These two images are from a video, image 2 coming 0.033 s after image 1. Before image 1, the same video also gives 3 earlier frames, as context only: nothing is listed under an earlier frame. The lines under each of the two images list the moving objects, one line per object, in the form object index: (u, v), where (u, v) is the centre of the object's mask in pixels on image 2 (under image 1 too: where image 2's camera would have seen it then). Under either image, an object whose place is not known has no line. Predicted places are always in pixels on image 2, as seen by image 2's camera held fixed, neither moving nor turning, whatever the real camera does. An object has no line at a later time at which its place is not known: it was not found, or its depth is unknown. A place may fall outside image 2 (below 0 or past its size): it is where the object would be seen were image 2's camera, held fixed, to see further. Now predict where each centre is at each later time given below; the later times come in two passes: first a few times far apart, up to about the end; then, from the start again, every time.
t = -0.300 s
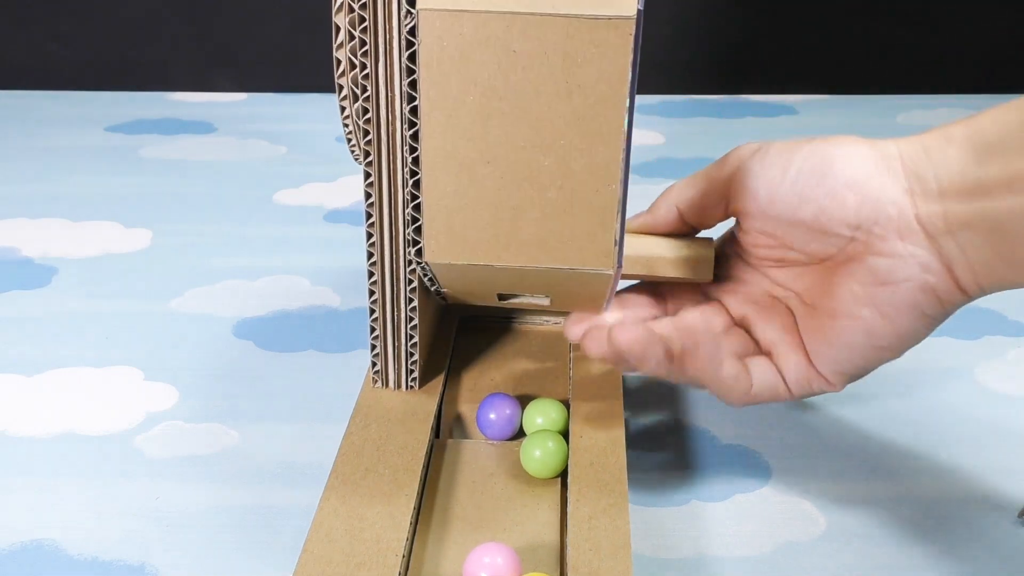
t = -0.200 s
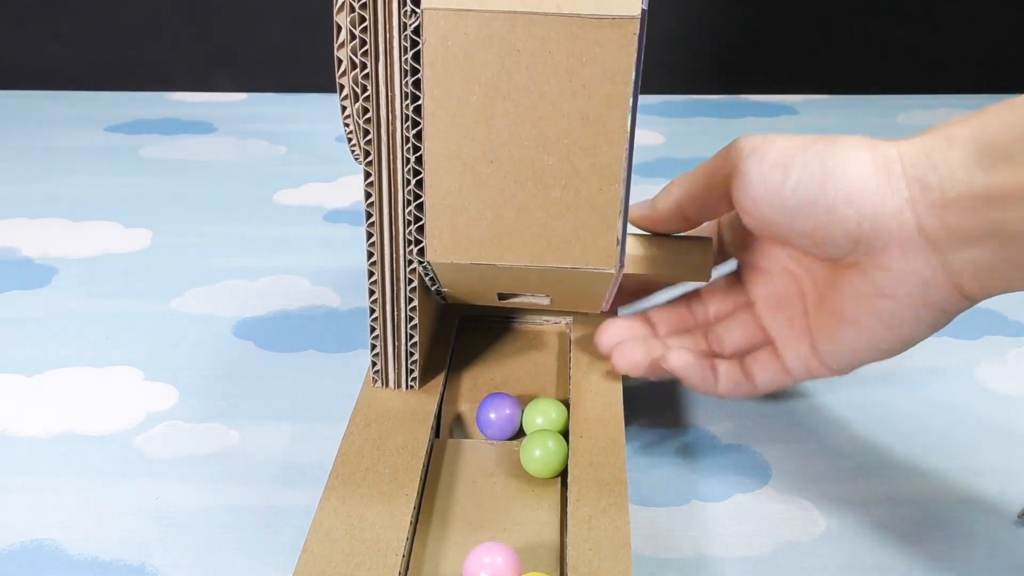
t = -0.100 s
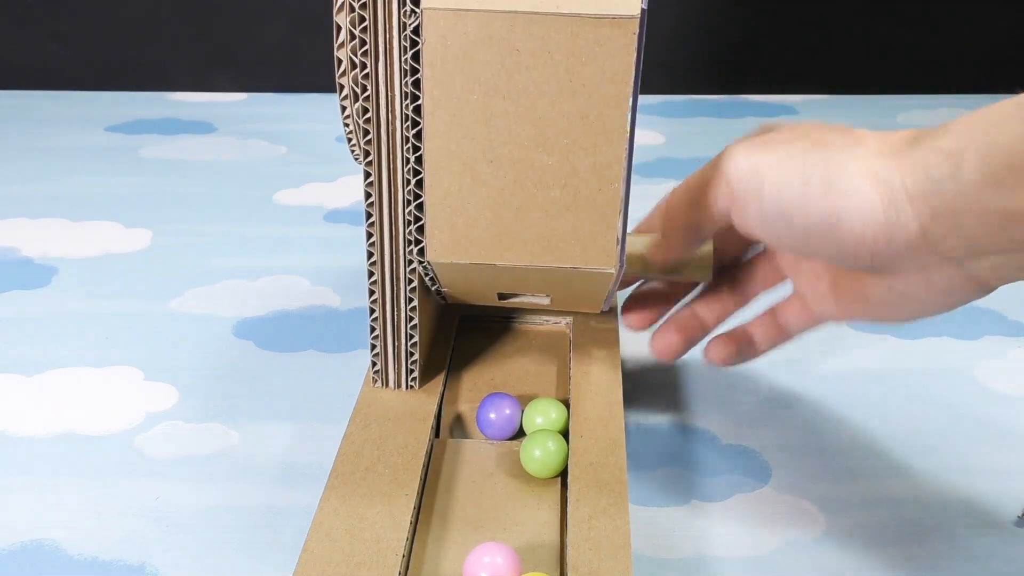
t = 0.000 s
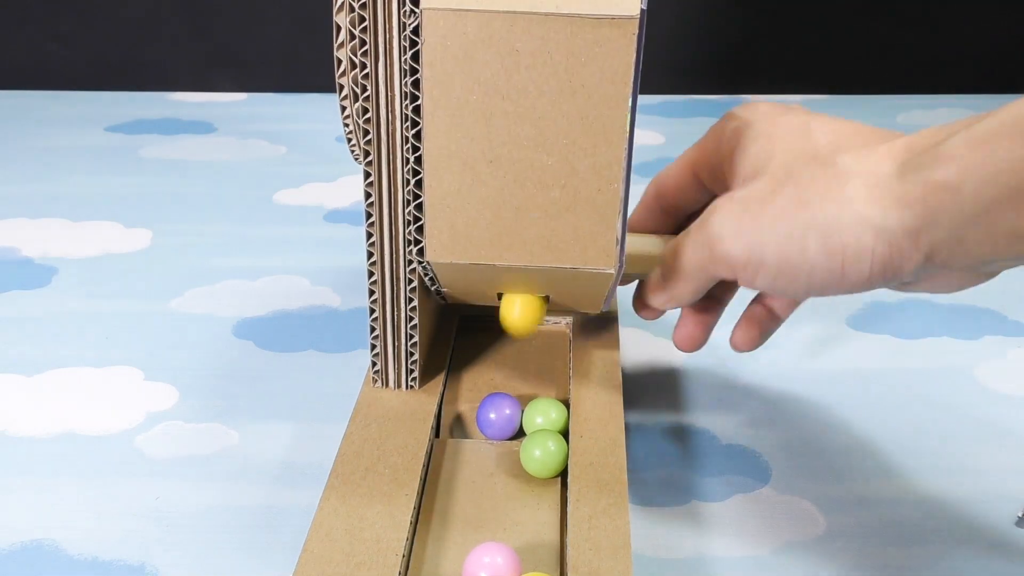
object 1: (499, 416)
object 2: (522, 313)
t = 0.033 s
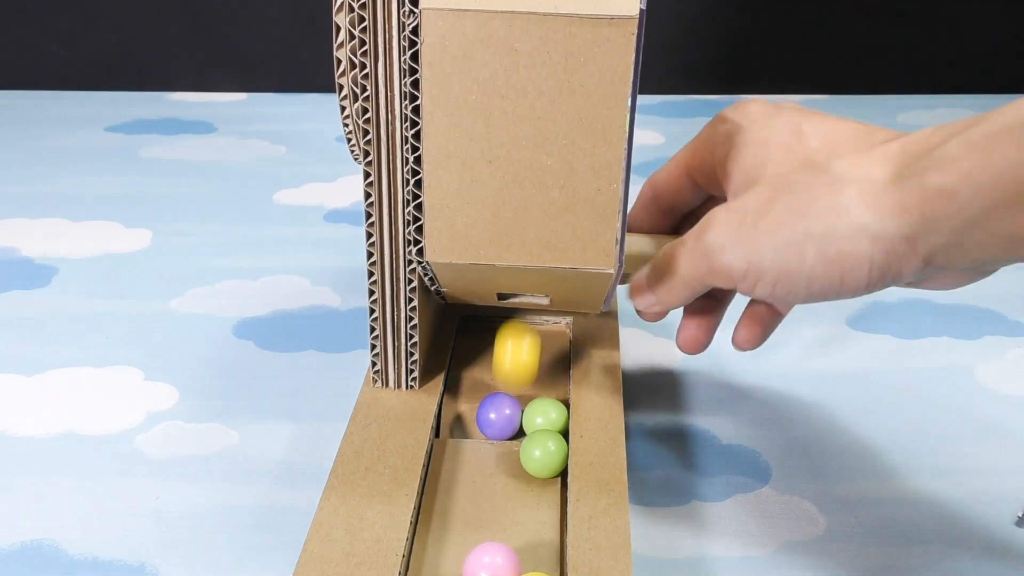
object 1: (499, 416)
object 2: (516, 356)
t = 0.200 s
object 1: (460, 454)
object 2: (543, 368)
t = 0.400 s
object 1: (451, 512)
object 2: (545, 356)
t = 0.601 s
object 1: (436, 548)
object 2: (550, 358)
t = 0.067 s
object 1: (491, 420)
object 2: (522, 379)
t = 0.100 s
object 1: (481, 429)
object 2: (529, 373)
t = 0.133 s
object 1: (473, 437)
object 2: (534, 375)
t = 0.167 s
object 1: (466, 446)
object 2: (538, 371)
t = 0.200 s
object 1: (460, 454)
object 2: (543, 368)
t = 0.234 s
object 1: (453, 463)
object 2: (549, 366)
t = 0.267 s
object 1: (449, 472)
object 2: (546, 363)
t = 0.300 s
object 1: (449, 481)
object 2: (544, 360)
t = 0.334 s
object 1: (449, 491)
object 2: (543, 357)
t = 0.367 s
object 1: (449, 501)
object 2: (543, 356)
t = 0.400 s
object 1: (451, 512)
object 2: (545, 356)
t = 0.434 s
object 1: (453, 522)
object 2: (547, 355)
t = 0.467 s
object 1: (454, 533)
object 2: (550, 355)
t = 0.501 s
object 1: (452, 539)
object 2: (549, 356)
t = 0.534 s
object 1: (446, 541)
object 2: (550, 356)
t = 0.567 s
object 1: (441, 545)
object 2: (550, 357)
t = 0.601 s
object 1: (436, 548)
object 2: (550, 358)
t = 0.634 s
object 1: (436, 550)
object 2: (550, 359)
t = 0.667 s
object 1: (435, 552)
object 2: (550, 359)
